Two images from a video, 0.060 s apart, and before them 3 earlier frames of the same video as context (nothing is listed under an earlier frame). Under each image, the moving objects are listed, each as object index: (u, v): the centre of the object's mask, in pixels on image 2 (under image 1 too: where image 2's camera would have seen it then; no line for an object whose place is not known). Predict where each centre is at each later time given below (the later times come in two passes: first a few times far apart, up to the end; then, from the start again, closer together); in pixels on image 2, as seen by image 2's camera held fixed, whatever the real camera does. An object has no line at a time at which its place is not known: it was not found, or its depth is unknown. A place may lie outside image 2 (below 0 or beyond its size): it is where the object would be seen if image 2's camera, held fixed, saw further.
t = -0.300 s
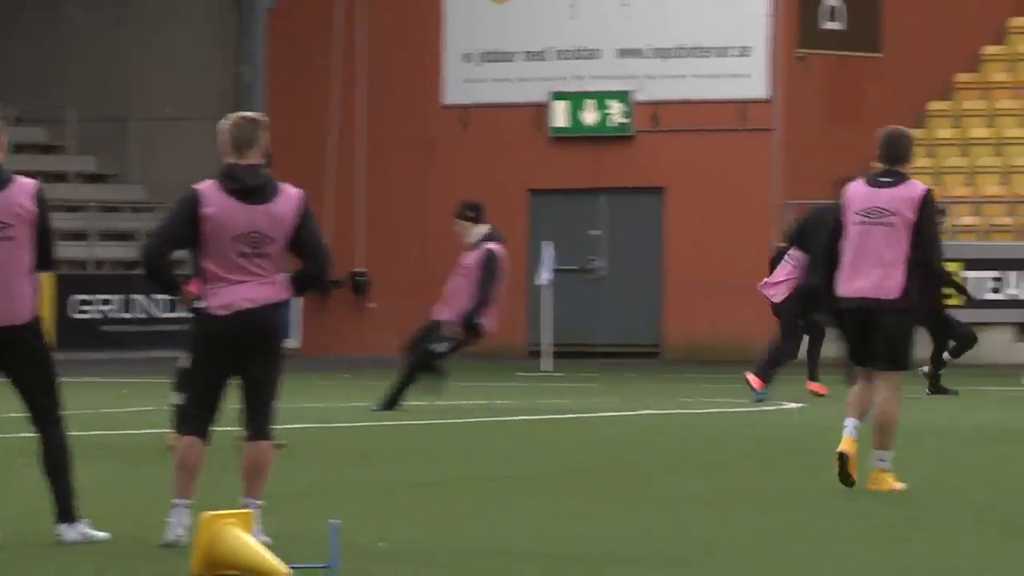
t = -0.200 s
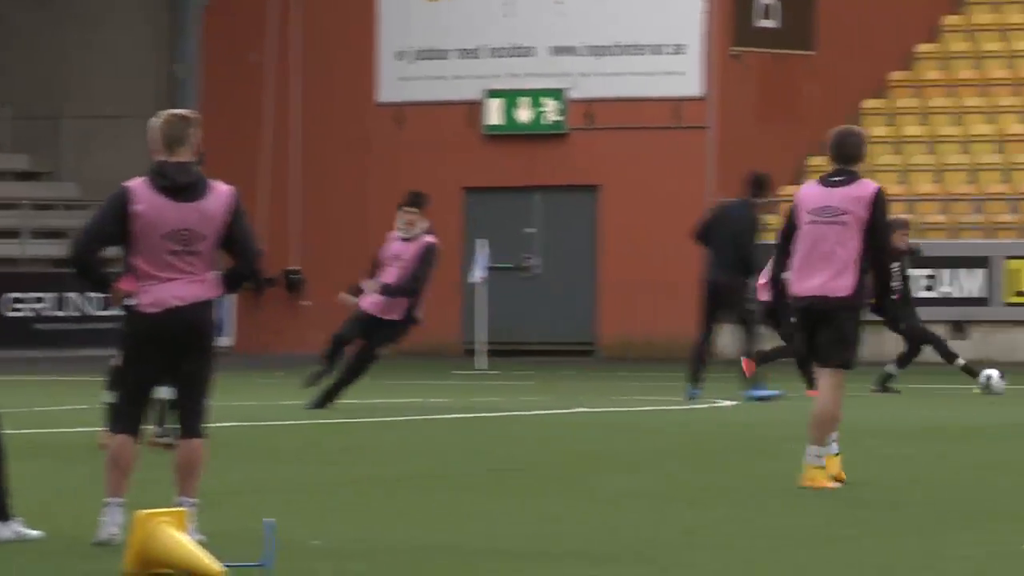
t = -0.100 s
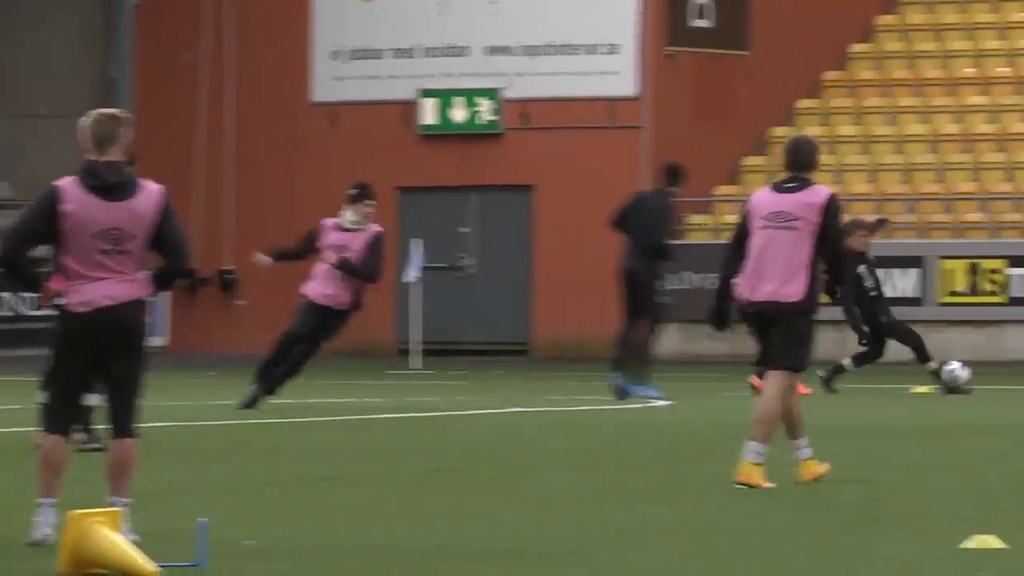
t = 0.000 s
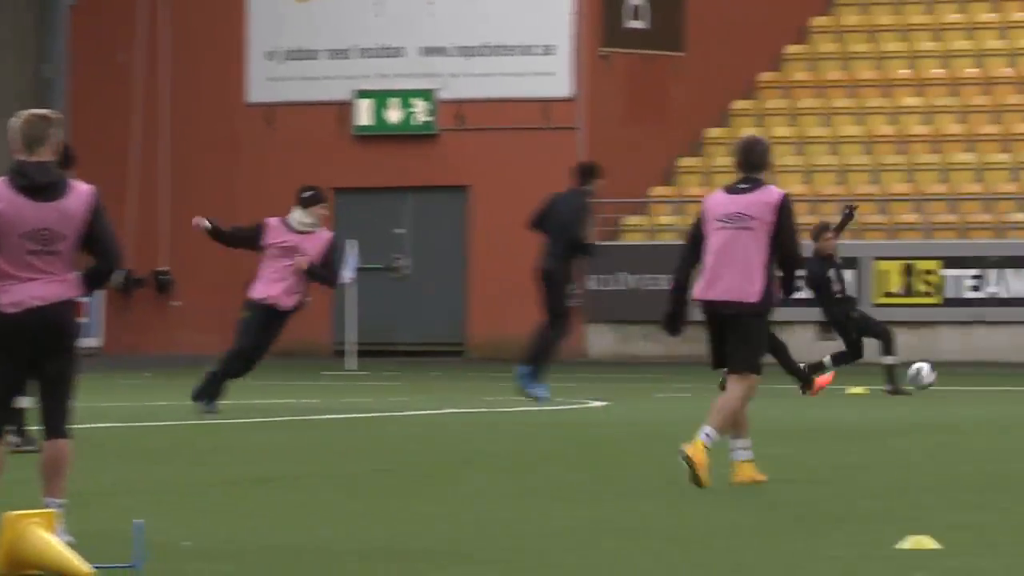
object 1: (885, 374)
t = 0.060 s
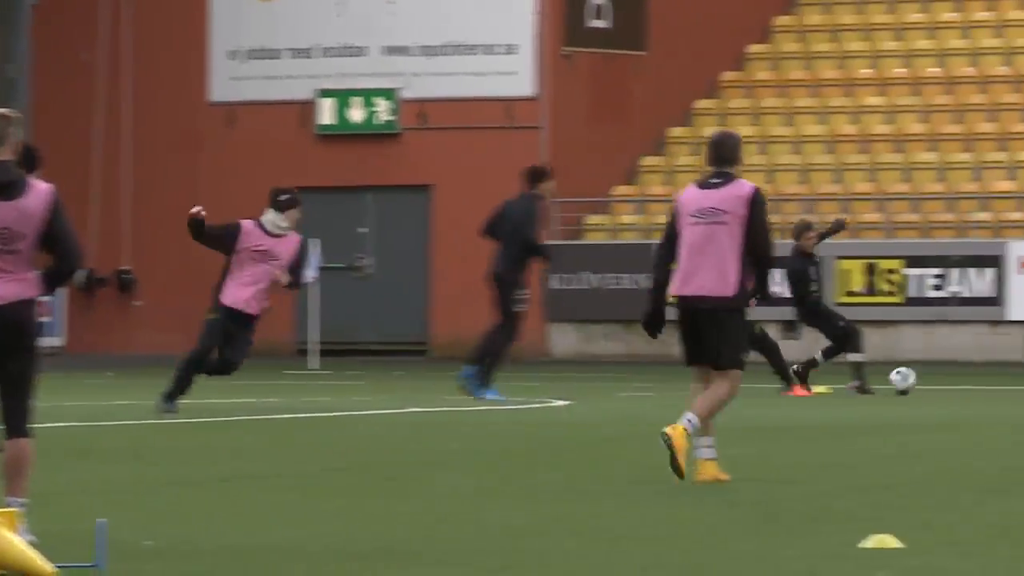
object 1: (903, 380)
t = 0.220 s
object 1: (947, 377)
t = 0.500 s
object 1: (1031, 388)
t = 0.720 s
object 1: (1097, 388)
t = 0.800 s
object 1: (1122, 390)
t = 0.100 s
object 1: (914, 384)
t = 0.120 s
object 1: (918, 381)
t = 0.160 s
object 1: (929, 378)
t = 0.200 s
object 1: (941, 377)
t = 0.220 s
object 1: (947, 377)
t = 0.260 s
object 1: (959, 381)
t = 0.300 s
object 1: (970, 384)
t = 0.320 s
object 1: (977, 387)
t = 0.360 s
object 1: (989, 384)
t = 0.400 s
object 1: (1001, 384)
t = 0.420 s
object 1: (1007, 384)
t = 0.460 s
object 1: (1019, 385)
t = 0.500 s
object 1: (1031, 388)
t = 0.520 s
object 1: (1037, 389)
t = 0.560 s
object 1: (1049, 387)
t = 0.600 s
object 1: (1062, 387)
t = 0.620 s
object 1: (1068, 388)
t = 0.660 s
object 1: (1080, 390)
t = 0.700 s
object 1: (1092, 388)
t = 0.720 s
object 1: (1097, 388)
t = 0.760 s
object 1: (1110, 388)
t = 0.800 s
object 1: (1122, 390)
